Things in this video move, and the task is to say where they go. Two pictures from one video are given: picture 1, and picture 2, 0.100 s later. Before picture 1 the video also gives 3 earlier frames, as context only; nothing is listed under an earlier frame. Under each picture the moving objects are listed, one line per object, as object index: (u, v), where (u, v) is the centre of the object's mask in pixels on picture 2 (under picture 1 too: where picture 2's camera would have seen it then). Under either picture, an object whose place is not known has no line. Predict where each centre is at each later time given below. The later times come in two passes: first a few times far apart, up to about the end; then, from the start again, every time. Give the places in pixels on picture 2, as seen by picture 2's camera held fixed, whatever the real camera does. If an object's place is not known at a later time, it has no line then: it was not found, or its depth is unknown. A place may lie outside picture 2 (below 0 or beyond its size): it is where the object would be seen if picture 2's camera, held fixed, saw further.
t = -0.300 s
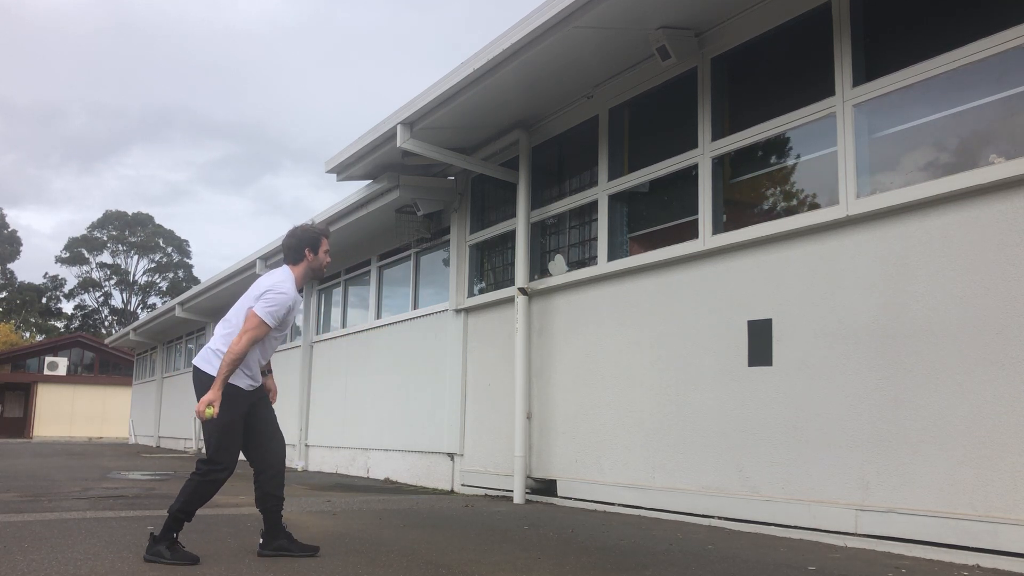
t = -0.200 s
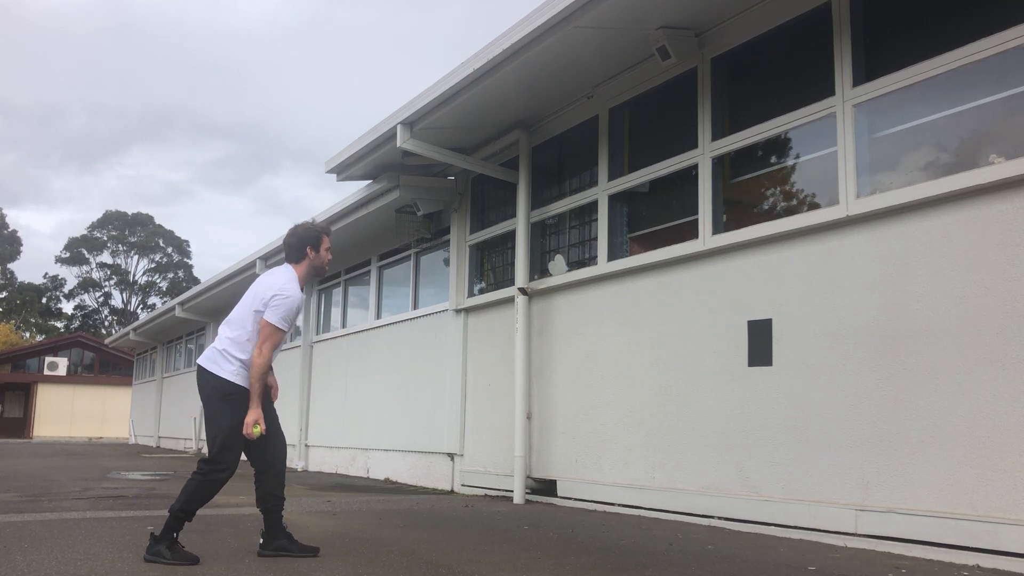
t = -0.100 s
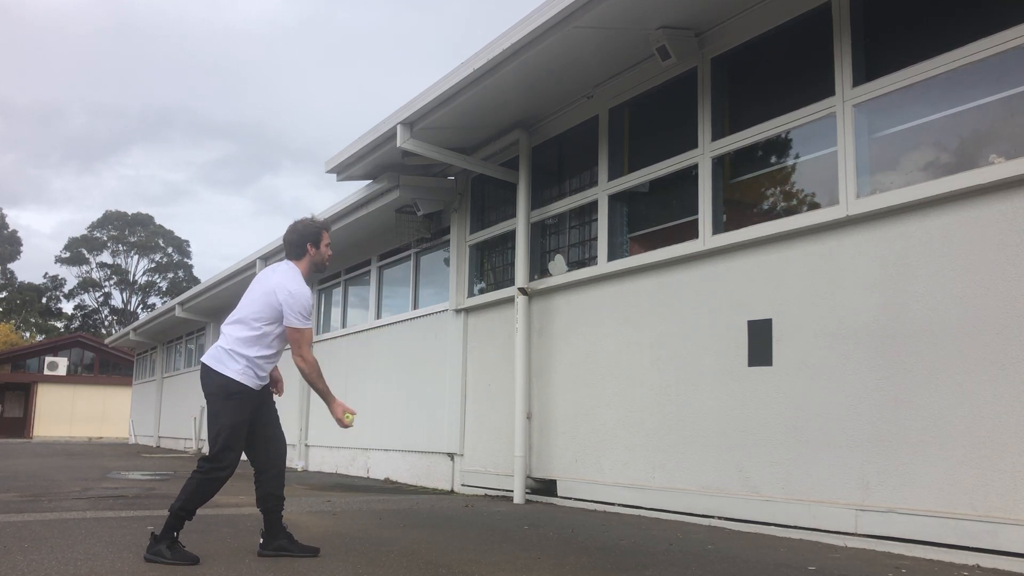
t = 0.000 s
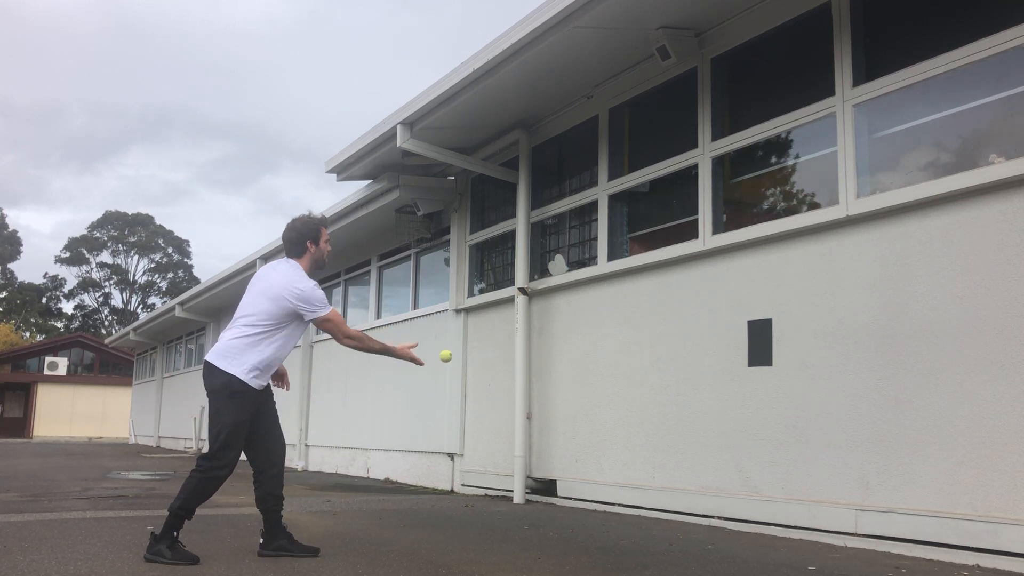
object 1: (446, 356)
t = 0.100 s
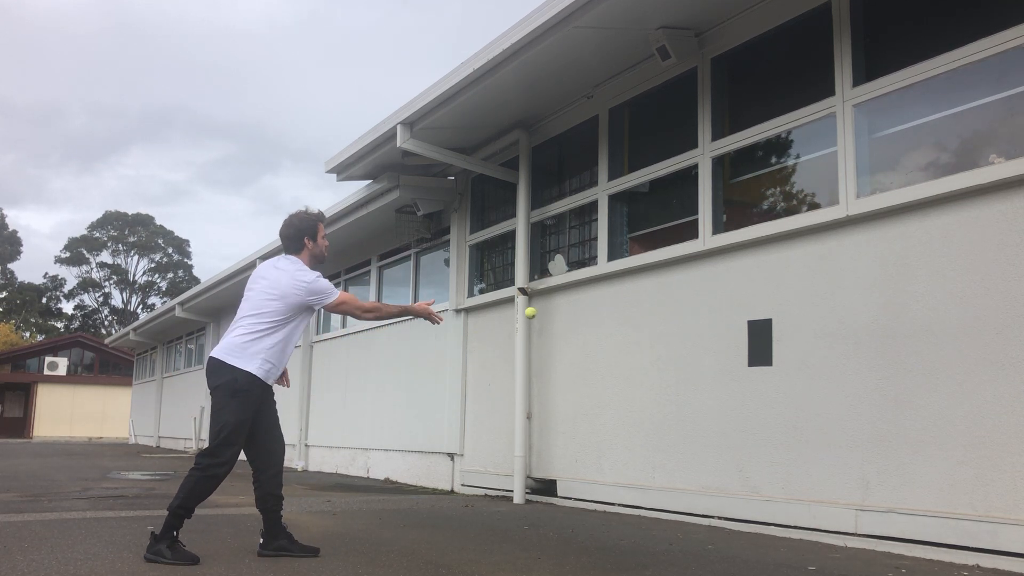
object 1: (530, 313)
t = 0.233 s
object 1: (629, 289)
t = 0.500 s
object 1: (727, 312)
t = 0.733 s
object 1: (623, 387)
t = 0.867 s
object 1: (556, 482)
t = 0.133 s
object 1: (556, 304)
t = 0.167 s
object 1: (581, 296)
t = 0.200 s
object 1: (606, 291)
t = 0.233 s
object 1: (629, 289)
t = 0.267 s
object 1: (652, 287)
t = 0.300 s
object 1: (674, 288)
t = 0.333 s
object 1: (696, 290)
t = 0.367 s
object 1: (717, 295)
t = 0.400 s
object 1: (737, 301)
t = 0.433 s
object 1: (755, 308)
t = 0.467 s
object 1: (741, 308)
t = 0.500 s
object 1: (727, 312)
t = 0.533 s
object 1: (713, 316)
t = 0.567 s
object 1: (699, 323)
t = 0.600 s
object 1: (684, 331)
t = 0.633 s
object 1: (669, 342)
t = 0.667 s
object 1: (654, 355)
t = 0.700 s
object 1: (639, 370)
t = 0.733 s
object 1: (623, 387)
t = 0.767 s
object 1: (607, 406)
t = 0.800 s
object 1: (591, 429)
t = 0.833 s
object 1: (574, 454)
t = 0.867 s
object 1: (556, 482)
